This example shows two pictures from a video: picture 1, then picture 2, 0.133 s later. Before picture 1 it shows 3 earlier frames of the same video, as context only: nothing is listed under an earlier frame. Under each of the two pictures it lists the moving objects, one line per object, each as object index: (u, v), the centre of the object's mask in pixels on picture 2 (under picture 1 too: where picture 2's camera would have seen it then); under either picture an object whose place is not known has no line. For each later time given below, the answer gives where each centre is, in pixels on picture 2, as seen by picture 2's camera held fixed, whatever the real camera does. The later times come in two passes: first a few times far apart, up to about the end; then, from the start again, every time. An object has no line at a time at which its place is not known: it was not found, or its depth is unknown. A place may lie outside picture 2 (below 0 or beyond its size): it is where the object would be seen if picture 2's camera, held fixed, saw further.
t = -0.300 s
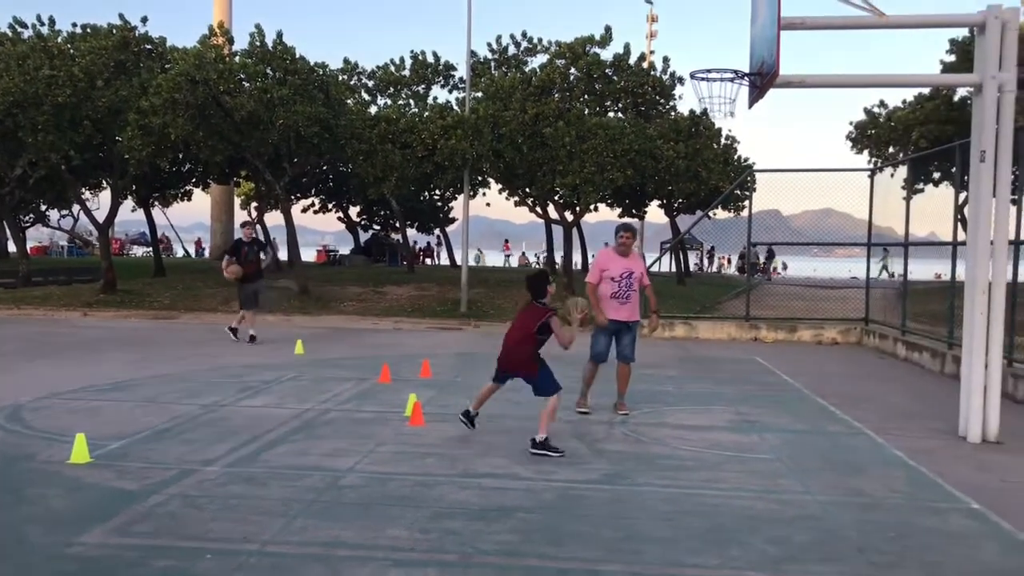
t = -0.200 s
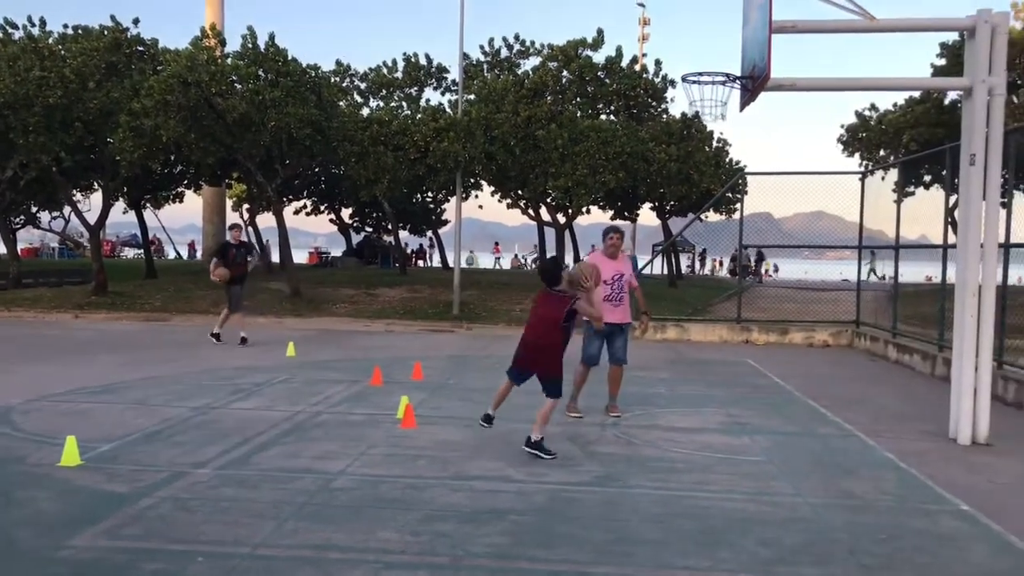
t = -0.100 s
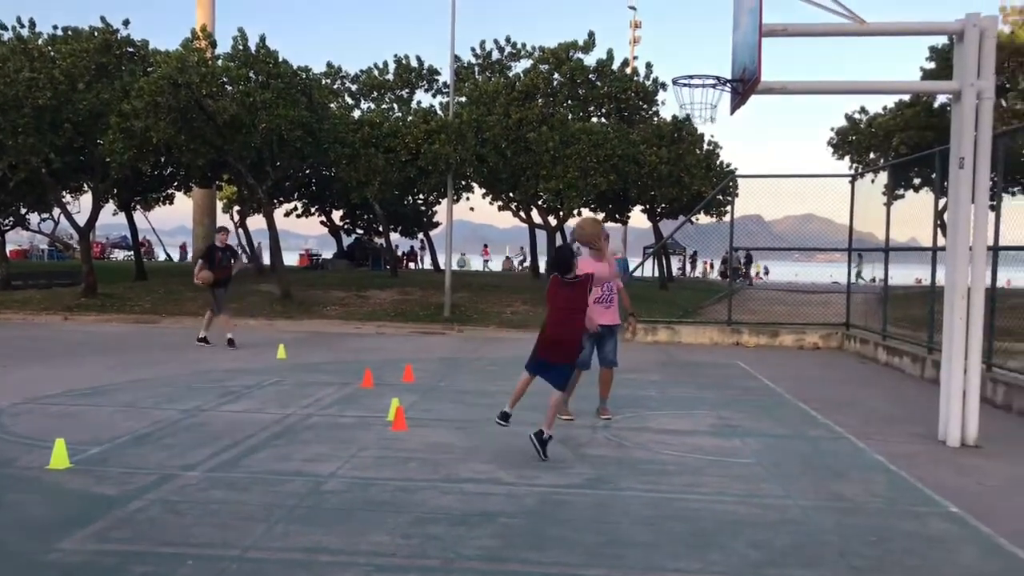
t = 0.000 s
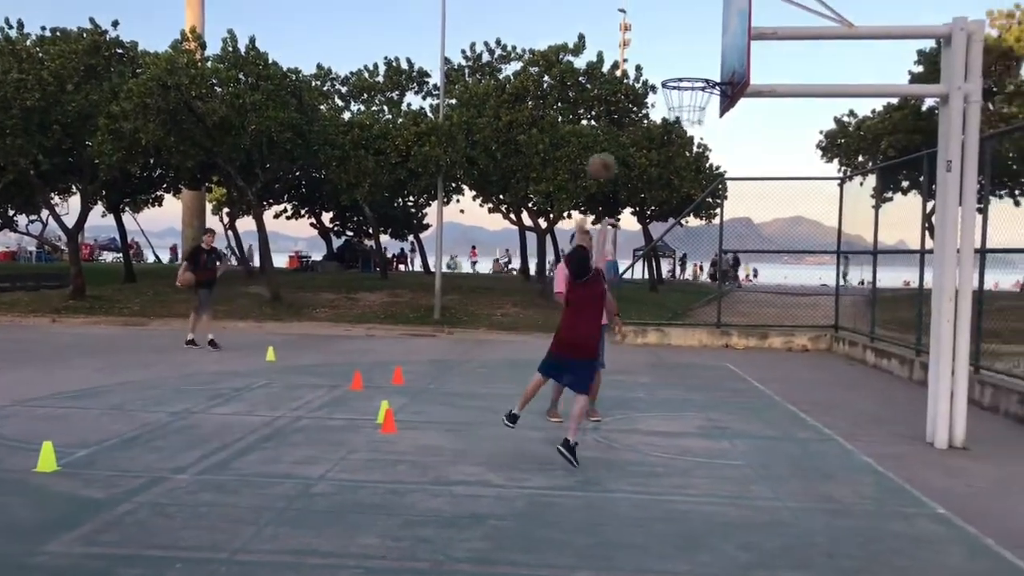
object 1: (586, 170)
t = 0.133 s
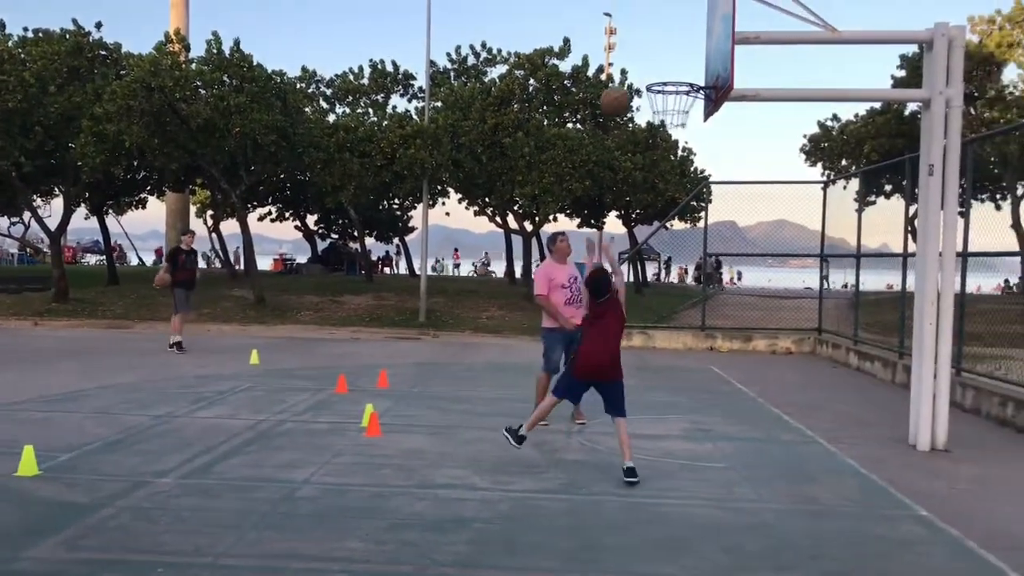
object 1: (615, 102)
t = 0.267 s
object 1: (642, 56)
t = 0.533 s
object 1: (691, 35)
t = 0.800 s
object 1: (675, 87)
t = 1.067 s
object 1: (653, 120)
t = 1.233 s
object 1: (643, 165)
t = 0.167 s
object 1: (622, 87)
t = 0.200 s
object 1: (629, 75)
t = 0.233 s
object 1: (635, 65)
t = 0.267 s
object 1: (642, 56)
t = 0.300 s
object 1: (649, 49)
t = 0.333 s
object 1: (655, 43)
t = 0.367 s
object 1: (661, 38)
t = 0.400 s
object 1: (668, 35)
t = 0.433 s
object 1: (674, 33)
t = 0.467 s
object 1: (680, 33)
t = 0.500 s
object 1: (685, 33)
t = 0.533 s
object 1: (691, 35)
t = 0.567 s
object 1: (697, 39)
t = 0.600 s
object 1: (702, 43)
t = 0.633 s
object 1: (704, 48)
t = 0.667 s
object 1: (699, 54)
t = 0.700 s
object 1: (693, 60)
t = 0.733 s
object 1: (687, 68)
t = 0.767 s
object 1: (681, 77)
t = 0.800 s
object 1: (675, 87)
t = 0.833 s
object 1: (669, 99)
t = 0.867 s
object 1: (664, 107)
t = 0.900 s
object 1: (661, 110)
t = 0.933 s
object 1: (659, 112)
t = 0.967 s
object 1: (657, 114)
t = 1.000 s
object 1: (656, 116)
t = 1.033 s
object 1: (655, 118)
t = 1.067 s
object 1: (653, 120)
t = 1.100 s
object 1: (651, 128)
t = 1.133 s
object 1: (647, 134)
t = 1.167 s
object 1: (646, 143)
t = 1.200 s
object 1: (643, 154)
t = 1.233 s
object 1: (643, 165)
